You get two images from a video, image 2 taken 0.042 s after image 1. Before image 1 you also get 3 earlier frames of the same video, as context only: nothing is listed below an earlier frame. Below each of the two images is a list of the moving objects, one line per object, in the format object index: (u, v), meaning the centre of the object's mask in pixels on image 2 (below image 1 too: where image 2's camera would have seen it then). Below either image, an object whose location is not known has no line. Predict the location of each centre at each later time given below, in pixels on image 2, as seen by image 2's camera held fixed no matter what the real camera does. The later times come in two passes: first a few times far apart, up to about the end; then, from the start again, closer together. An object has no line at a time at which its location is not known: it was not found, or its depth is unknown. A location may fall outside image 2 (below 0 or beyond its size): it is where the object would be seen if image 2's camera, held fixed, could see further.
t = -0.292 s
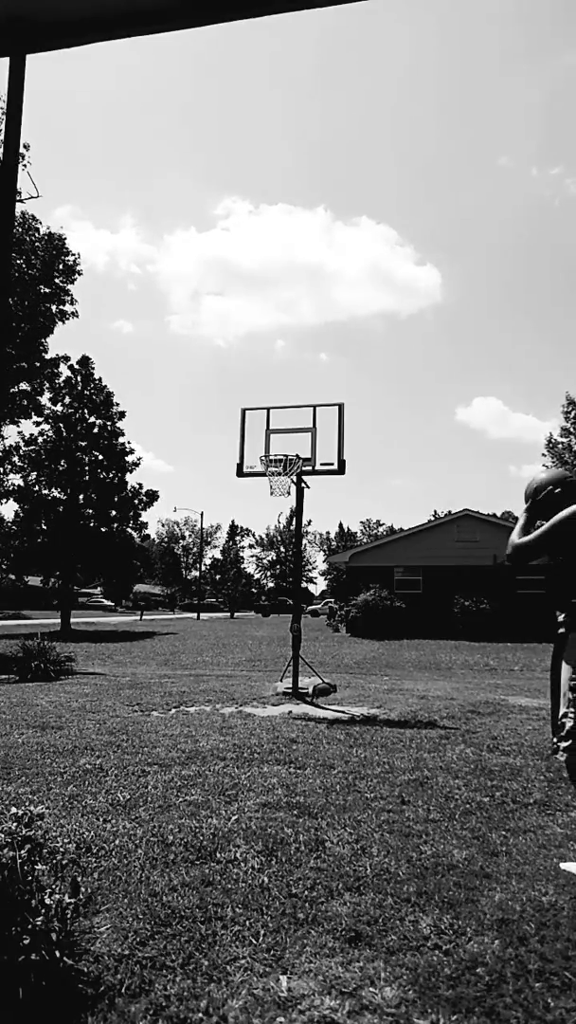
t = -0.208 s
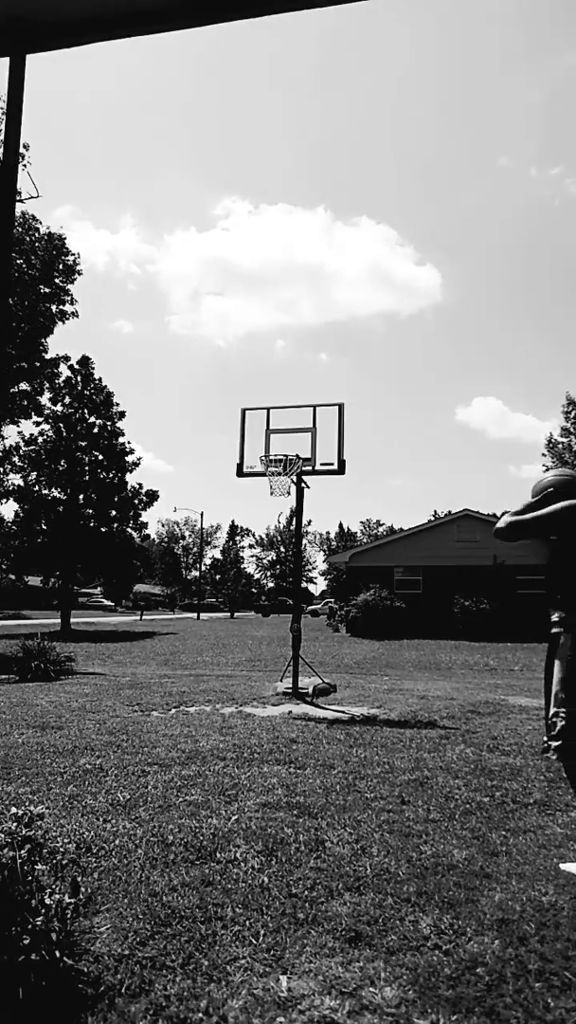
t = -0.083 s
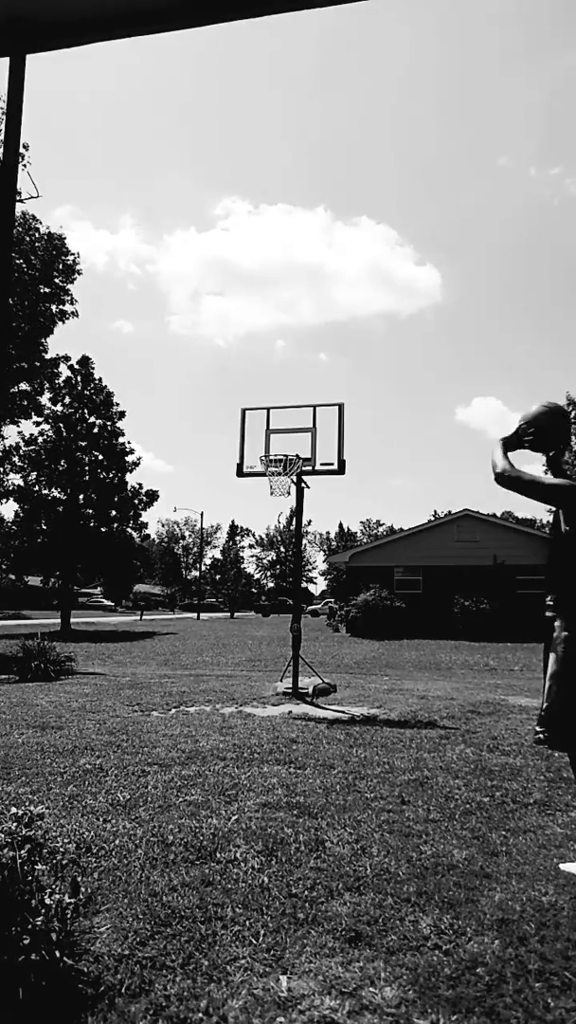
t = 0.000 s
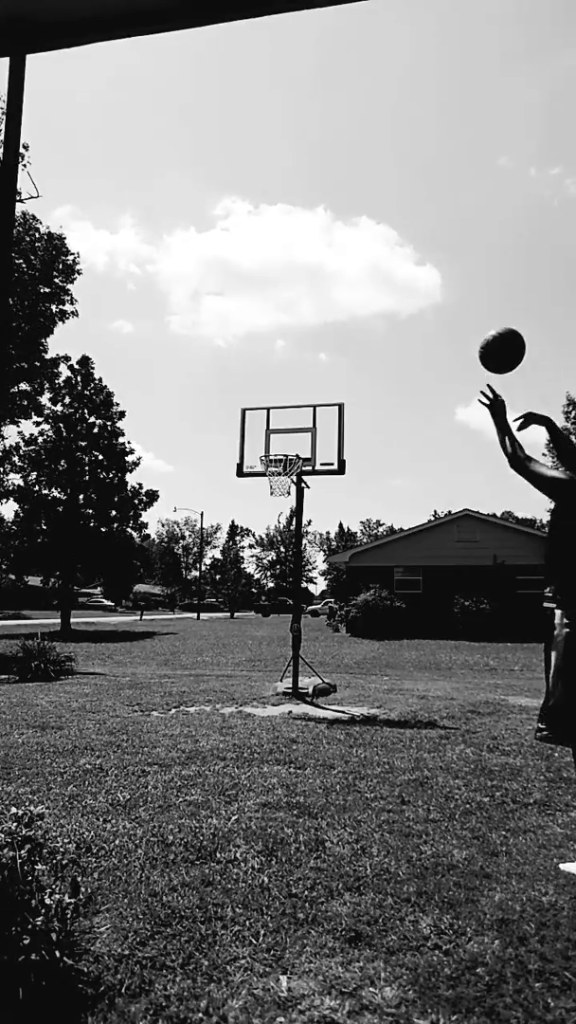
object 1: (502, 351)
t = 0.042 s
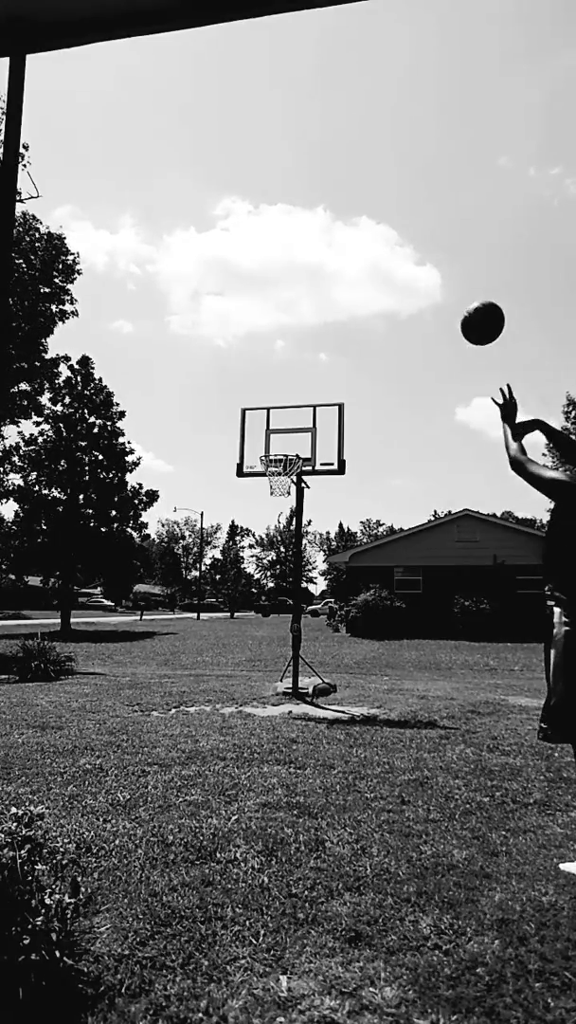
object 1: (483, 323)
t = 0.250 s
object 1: (411, 256)
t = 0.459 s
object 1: (363, 260)
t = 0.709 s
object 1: (323, 318)
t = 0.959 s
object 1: (292, 413)
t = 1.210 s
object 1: (276, 491)
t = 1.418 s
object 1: (275, 531)
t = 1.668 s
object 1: (274, 627)
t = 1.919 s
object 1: (284, 645)
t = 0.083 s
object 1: (465, 301)
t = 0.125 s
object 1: (450, 284)
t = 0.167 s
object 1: (436, 271)
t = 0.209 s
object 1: (423, 262)
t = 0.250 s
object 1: (411, 256)
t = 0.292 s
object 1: (400, 252)
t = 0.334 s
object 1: (389, 251)
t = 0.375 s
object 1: (380, 252)
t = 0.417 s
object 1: (371, 255)
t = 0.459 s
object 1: (363, 260)
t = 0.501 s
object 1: (355, 266)
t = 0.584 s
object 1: (341, 283)
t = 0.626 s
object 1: (335, 293)
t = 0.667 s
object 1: (329, 305)
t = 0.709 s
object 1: (323, 318)
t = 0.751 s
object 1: (317, 331)
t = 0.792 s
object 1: (312, 346)
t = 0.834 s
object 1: (307, 361)
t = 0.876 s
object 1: (302, 378)
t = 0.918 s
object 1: (297, 395)
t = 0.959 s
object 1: (292, 413)
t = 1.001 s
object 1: (288, 432)
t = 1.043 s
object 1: (284, 450)
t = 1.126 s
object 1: (277, 487)
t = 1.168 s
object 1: (276, 487)
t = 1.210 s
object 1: (276, 491)
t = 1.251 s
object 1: (276, 496)
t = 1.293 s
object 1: (276, 502)
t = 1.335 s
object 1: (276, 510)
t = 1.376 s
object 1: (276, 519)
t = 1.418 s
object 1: (275, 531)
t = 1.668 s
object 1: (274, 627)
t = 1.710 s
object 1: (274, 649)
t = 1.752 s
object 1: (273, 673)
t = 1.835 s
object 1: (276, 681)
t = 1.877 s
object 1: (280, 662)
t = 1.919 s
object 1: (284, 645)
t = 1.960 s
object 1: (287, 629)
